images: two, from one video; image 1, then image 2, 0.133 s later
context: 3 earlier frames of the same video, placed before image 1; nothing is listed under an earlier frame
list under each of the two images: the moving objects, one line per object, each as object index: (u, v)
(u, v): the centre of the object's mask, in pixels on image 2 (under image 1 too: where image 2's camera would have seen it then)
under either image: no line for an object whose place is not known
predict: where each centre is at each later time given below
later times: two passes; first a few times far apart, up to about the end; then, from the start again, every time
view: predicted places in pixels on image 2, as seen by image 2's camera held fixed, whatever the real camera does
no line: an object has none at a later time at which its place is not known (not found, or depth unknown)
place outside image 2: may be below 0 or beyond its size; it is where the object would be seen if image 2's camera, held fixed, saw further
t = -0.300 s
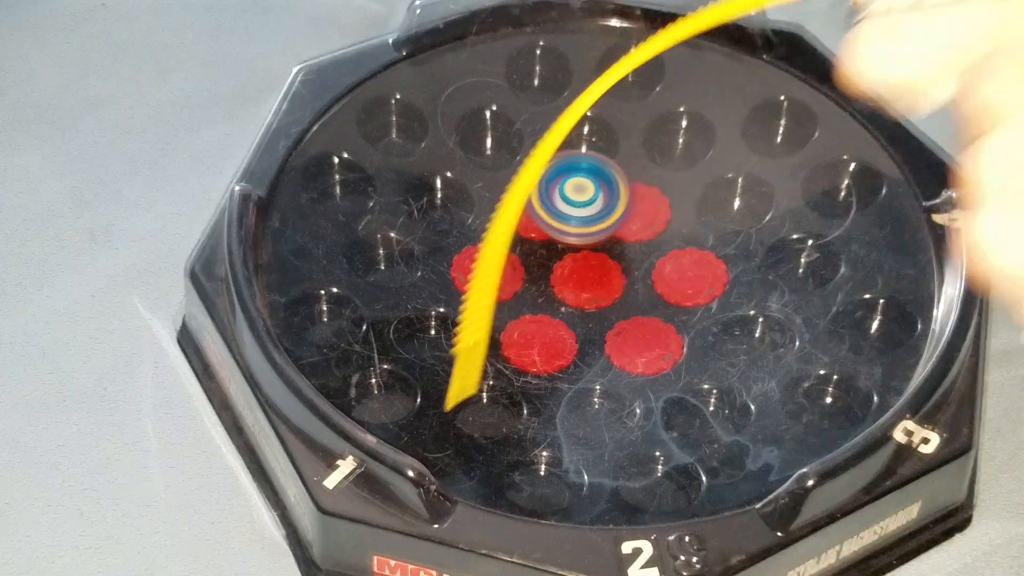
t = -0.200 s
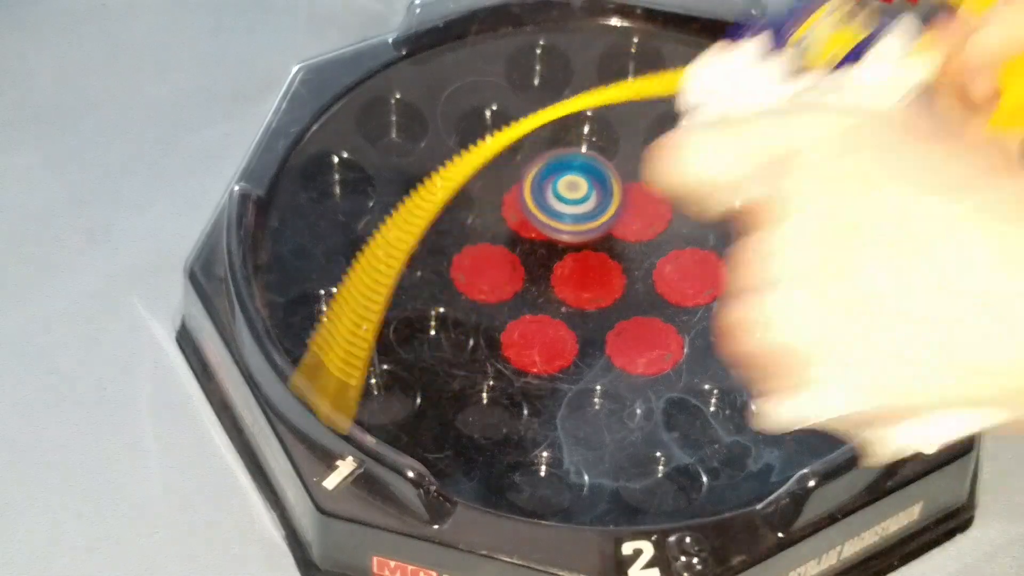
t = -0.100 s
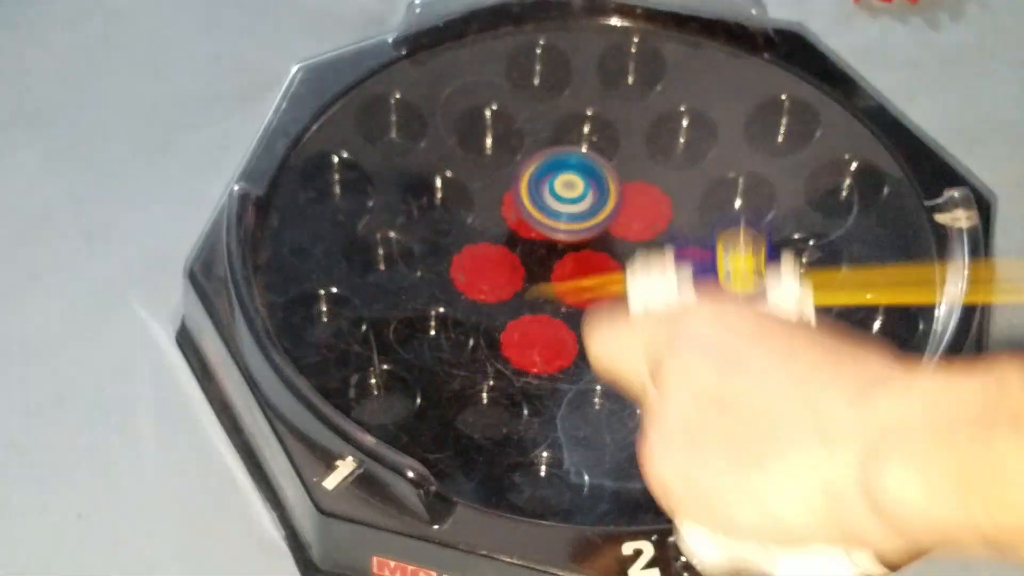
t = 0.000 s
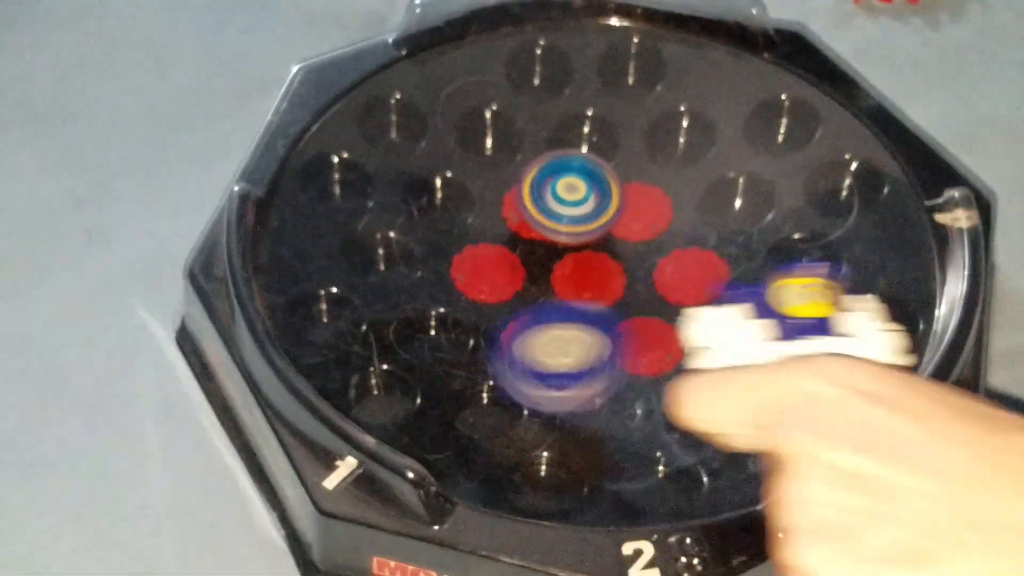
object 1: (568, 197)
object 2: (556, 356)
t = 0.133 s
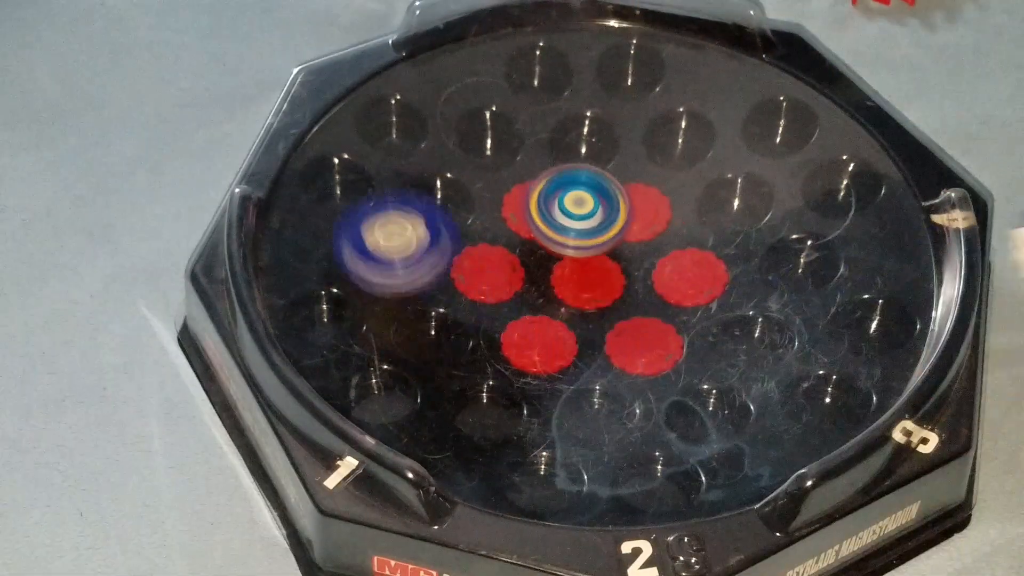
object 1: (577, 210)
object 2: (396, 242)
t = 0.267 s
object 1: (577, 228)
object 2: (442, 75)
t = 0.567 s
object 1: (557, 252)
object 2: (876, 165)
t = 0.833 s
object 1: (569, 254)
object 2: (572, 410)
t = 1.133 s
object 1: (599, 279)
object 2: (348, 145)
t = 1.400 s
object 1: (600, 290)
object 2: (666, 80)
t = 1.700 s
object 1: (632, 275)
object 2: (820, 378)
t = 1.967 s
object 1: (647, 280)
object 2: (453, 389)
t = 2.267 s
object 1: (646, 259)
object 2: (520, 103)
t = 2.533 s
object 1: (665, 235)
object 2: (849, 107)
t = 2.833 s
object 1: (643, 218)
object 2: (760, 287)
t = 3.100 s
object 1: (624, 177)
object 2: (517, 220)
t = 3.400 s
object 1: (646, 163)
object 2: (590, 35)
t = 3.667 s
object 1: (633, 190)
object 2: (766, 154)
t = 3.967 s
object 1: (600, 205)
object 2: (555, 363)
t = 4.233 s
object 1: (577, 214)
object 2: (384, 186)
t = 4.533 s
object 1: (570, 231)
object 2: (599, 80)
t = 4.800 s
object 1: (579, 251)
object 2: (756, 253)
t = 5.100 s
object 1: (593, 272)
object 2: (510, 352)
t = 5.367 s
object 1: (609, 280)
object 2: (477, 184)
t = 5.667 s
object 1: (633, 278)
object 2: (686, 134)
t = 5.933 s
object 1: (646, 266)
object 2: (799, 291)
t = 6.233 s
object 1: (657, 242)
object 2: (571, 344)
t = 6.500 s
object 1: (680, 212)
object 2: (565, 265)
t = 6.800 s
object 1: (717, 210)
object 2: (580, 199)
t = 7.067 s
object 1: (697, 230)
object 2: (616, 158)
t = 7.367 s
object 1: (656, 258)
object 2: (603, 172)
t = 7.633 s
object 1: (741, 420)
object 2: (521, 94)
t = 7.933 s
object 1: (592, 404)
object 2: (558, 39)
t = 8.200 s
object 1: (532, 328)
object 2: (642, 141)
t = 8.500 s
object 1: (583, 176)
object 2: (665, 123)
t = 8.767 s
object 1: (626, 162)
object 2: (801, 152)
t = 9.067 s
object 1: (618, 177)
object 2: (866, 215)
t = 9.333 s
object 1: (622, 179)
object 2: (800, 273)
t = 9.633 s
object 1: (636, 164)
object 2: (615, 275)
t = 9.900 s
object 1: (636, 166)
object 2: (522, 275)
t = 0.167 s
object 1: (578, 214)
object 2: (389, 198)
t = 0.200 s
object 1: (578, 219)
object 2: (396, 158)
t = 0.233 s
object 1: (578, 223)
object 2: (413, 115)
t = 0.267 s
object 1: (577, 228)
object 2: (442, 75)
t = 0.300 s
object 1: (575, 233)
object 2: (477, 47)
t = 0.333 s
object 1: (573, 237)
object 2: (531, 38)
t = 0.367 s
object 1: (571, 241)
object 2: (588, 35)
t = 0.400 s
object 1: (569, 244)
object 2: (643, 39)
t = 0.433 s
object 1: (567, 247)
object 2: (701, 52)
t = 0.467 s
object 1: (564, 249)
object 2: (753, 72)
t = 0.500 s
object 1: (562, 250)
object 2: (800, 98)
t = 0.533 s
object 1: (560, 251)
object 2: (842, 130)
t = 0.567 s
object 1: (557, 252)
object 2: (876, 165)
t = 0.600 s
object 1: (556, 252)
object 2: (866, 199)
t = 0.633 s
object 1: (555, 253)
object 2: (845, 241)
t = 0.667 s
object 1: (555, 253)
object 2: (822, 282)
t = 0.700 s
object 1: (555, 253)
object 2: (790, 321)
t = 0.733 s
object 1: (557, 252)
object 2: (750, 358)
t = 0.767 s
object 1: (560, 252)
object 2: (696, 385)
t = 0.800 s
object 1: (564, 253)
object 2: (632, 401)
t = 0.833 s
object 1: (569, 254)
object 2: (572, 410)
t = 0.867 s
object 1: (575, 256)
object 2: (507, 403)
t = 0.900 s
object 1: (579, 258)
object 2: (448, 384)
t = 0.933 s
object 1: (583, 261)
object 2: (405, 361)
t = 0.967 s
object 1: (586, 263)
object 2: (361, 331)
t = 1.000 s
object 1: (590, 267)
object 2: (332, 298)
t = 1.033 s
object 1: (593, 270)
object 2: (323, 258)
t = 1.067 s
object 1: (595, 273)
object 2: (323, 218)
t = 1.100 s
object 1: (597, 276)
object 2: (333, 183)
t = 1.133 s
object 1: (599, 279)
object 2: (348, 145)
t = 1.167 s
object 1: (600, 282)
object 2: (368, 111)
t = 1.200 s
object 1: (601, 284)
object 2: (396, 82)
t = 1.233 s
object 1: (601, 287)
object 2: (434, 59)
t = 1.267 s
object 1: (602, 288)
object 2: (476, 58)
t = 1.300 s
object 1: (601, 290)
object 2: (521, 60)
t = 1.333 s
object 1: (601, 290)
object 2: (567, 64)
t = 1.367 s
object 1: (600, 290)
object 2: (616, 69)
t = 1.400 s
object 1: (600, 290)
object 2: (666, 80)
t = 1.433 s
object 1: (599, 288)
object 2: (719, 96)
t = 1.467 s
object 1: (600, 285)
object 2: (765, 119)
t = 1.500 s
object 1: (603, 284)
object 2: (803, 146)
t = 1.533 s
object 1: (606, 281)
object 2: (842, 181)
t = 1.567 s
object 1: (610, 279)
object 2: (867, 216)
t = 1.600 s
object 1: (617, 278)
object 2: (881, 256)
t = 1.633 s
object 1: (622, 276)
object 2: (870, 300)
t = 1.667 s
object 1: (627, 276)
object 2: (852, 341)
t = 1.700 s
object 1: (632, 275)
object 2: (820, 378)
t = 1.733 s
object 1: (636, 275)
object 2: (775, 409)
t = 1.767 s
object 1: (640, 275)
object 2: (725, 429)
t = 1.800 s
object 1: (643, 276)
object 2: (668, 443)
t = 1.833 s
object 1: (645, 277)
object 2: (617, 450)
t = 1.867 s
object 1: (647, 278)
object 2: (559, 450)
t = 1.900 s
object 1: (648, 279)
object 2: (504, 442)
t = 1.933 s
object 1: (648, 280)
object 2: (475, 415)
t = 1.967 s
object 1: (647, 280)
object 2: (453, 389)
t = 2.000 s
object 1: (646, 281)
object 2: (433, 355)
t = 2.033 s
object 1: (645, 280)
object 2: (418, 321)
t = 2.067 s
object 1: (644, 279)
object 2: (406, 290)
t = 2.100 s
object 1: (643, 277)
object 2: (402, 252)
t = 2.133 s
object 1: (642, 274)
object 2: (411, 216)
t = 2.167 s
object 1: (643, 270)
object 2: (428, 184)
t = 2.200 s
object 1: (644, 266)
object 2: (454, 153)
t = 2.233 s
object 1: (645, 263)
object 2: (484, 124)
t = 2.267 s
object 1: (646, 259)
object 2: (520, 103)
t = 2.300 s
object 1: (647, 255)
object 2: (564, 87)
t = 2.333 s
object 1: (650, 251)
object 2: (605, 76)
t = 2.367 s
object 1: (652, 247)
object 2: (653, 72)
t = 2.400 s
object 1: (655, 244)
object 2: (698, 69)
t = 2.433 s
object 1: (657, 240)
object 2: (741, 74)
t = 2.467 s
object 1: (660, 238)
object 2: (782, 83)
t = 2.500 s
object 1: (663, 236)
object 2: (816, 94)
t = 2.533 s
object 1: (665, 235)
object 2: (849, 107)
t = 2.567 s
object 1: (667, 234)
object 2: (880, 125)
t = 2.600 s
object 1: (668, 233)
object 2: (904, 148)
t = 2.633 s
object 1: (669, 232)
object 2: (906, 160)
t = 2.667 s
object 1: (670, 231)
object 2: (893, 177)
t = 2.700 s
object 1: (670, 230)
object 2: (871, 205)
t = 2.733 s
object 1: (671, 228)
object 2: (841, 226)
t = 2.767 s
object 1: (670, 227)
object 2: (807, 247)
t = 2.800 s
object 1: (661, 223)
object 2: (782, 266)
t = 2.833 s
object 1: (643, 218)
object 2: (760, 287)
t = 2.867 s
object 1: (634, 214)
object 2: (730, 302)
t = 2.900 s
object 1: (627, 210)
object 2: (692, 310)
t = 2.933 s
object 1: (623, 206)
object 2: (655, 312)
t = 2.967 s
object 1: (621, 200)
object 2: (624, 306)
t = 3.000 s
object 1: (621, 194)
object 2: (586, 292)
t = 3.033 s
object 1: (621, 188)
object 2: (556, 273)
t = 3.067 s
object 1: (622, 182)
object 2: (531, 249)
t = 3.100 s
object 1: (624, 177)
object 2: (517, 220)
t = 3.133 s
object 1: (626, 172)
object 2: (511, 190)
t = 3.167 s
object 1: (628, 169)
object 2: (501, 163)
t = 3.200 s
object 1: (631, 166)
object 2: (494, 135)
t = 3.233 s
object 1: (634, 164)
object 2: (496, 110)
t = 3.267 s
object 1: (636, 162)
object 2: (508, 87)
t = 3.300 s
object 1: (639, 161)
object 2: (524, 67)
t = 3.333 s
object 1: (642, 161)
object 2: (543, 49)
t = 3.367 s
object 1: (644, 162)
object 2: (564, 37)
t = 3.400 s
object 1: (646, 163)
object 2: (590, 35)
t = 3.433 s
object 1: (646, 166)
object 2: (617, 39)
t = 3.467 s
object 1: (647, 169)
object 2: (647, 44)
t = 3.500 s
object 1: (647, 172)
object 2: (675, 52)
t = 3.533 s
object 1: (645, 176)
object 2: (701, 64)
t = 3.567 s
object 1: (642, 180)
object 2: (723, 81)
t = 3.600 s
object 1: (639, 183)
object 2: (741, 103)
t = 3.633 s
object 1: (636, 187)
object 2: (754, 127)
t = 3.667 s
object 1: (633, 190)
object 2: (766, 154)
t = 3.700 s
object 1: (629, 192)
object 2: (772, 185)
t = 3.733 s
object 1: (626, 195)
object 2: (771, 217)
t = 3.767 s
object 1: (622, 197)
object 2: (761, 248)
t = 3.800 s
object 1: (619, 199)
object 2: (740, 279)
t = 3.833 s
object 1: (616, 200)
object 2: (711, 305)
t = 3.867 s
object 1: (612, 201)
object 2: (675, 328)
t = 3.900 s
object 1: (607, 202)
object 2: (642, 347)
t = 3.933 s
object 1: (604, 204)
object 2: (603, 360)
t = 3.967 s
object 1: (600, 205)
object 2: (555, 363)
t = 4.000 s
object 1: (596, 206)
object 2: (513, 355)
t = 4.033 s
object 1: (593, 207)
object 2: (473, 339)
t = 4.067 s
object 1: (590, 208)
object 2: (443, 317)
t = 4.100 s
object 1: (587, 209)
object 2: (415, 294)
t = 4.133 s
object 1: (584, 210)
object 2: (393, 267)
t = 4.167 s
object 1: (582, 211)
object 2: (383, 239)
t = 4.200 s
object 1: (579, 213)
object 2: (380, 212)
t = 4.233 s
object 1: (577, 214)
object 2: (384, 186)
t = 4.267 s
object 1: (575, 215)
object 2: (394, 163)
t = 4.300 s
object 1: (573, 217)
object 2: (403, 142)
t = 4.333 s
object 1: (572, 218)
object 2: (417, 122)
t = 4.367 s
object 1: (572, 220)
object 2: (439, 105)
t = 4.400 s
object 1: (571, 222)
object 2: (465, 92)
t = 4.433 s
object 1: (571, 224)
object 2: (498, 83)
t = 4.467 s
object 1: (570, 226)
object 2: (528, 78)
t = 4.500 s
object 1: (570, 228)
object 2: (563, 78)
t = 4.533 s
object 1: (570, 231)
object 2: (599, 80)
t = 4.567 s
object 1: (570, 233)
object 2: (630, 90)
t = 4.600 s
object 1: (571, 236)
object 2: (660, 104)
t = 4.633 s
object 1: (572, 238)
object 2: (686, 121)
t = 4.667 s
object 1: (573, 241)
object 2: (706, 141)
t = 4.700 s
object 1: (574, 243)
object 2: (727, 169)
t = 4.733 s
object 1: (576, 246)
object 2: (743, 196)
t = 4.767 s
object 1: (578, 248)
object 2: (754, 224)
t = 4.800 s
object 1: (579, 251)
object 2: (756, 253)
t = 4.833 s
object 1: (581, 254)
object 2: (750, 283)
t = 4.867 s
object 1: (583, 257)
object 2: (735, 309)
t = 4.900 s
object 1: (584, 260)
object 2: (713, 333)
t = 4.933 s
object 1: (585, 262)
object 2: (683, 349)
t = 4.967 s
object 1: (587, 264)
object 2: (649, 358)
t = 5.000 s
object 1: (588, 266)
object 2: (610, 366)
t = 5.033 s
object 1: (590, 268)
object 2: (573, 368)
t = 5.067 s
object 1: (591, 270)
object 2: (539, 362)
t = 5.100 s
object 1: (593, 272)
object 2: (510, 352)
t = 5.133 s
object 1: (595, 274)
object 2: (486, 332)
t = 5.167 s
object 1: (596, 275)
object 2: (468, 312)
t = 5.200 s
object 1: (598, 276)
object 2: (451, 287)
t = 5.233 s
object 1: (599, 277)
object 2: (444, 263)
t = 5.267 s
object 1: (601, 278)
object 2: (447, 242)
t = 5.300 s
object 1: (604, 279)
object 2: (452, 223)
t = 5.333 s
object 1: (606, 279)
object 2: (461, 202)
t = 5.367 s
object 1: (609, 280)
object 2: (477, 184)
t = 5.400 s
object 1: (611, 280)
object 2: (500, 171)
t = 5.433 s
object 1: (614, 280)
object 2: (517, 161)
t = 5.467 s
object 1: (618, 280)
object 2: (528, 149)
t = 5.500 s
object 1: (620, 280)
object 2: (544, 133)
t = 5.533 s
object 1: (624, 279)
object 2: (563, 124)
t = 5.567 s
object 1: (626, 279)
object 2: (592, 119)
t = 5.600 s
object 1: (628, 278)
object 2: (624, 120)
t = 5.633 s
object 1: (631, 278)
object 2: (659, 126)
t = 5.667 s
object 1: (633, 278)
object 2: (686, 134)
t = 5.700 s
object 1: (635, 277)
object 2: (711, 149)
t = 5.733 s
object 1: (637, 276)
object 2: (739, 167)
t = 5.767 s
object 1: (639, 275)
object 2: (764, 185)
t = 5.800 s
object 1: (641, 273)
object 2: (783, 205)
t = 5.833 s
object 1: (642, 272)
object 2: (795, 225)
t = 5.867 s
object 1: (643, 270)
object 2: (802, 248)
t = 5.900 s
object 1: (645, 268)
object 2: (802, 270)
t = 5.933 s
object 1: (646, 266)
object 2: (799, 291)
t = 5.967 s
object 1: (647, 264)
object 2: (790, 313)
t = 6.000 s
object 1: (648, 261)
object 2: (774, 333)
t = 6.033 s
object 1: (649, 258)
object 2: (754, 348)
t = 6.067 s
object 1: (650, 256)
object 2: (730, 361)
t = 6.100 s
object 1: (651, 253)
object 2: (700, 366)
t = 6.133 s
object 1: (653, 251)
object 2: (667, 364)
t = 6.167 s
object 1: (654, 248)
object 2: (635, 360)
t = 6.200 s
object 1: (655, 245)
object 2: (601, 354)
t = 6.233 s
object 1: (657, 242)
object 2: (571, 344)
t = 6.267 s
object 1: (658, 240)
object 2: (551, 333)
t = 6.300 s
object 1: (659, 237)
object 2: (543, 321)
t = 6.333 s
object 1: (660, 235)
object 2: (542, 316)
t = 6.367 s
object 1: (661, 233)
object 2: (549, 308)
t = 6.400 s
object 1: (661, 231)
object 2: (567, 295)
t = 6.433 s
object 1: (669, 222)
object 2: (576, 285)
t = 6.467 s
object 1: (677, 215)
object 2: (575, 275)
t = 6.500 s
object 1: (680, 212)
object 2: (565, 265)
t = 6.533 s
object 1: (683, 211)
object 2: (550, 254)
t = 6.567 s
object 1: (685, 210)
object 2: (537, 243)
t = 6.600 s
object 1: (688, 209)
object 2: (533, 225)
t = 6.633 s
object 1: (689, 208)
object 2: (535, 209)
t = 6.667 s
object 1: (692, 208)
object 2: (541, 196)
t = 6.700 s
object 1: (693, 208)
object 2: (550, 194)
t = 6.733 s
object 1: (695, 208)
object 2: (568, 200)
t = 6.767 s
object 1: (710, 209)
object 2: (576, 201)
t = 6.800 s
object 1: (717, 210)
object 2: (580, 199)
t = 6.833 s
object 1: (719, 213)
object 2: (583, 194)
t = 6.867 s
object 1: (720, 215)
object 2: (586, 185)
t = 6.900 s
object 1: (720, 218)
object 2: (588, 178)
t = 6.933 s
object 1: (719, 221)
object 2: (593, 168)
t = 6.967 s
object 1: (715, 224)
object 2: (600, 163)
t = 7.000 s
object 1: (710, 227)
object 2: (607, 160)
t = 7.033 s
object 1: (704, 229)
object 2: (614, 159)
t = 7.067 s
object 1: (697, 230)
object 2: (616, 158)
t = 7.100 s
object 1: (690, 231)
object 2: (616, 157)
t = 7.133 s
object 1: (684, 232)
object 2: (614, 156)
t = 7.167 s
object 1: (677, 233)
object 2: (611, 156)
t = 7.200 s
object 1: (672, 236)
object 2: (608, 157)
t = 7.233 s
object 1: (670, 239)
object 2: (607, 158)
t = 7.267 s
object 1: (667, 244)
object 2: (606, 160)
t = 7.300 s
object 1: (664, 248)
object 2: (604, 163)
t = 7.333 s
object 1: (659, 253)
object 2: (604, 167)
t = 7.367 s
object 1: (656, 258)
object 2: (603, 172)
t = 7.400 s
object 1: (654, 265)
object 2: (600, 178)
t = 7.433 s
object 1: (653, 274)
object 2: (599, 184)
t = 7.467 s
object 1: (650, 281)
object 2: (599, 194)
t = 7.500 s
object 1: (648, 288)
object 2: (601, 204)
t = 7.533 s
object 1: (677, 326)
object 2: (580, 194)
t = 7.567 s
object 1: (721, 373)
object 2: (550, 154)
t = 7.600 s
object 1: (752, 416)
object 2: (530, 121)
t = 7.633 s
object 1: (741, 420)
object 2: (521, 94)
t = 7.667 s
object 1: (713, 419)
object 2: (518, 76)
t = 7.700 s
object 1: (683, 428)
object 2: (519, 64)
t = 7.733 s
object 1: (662, 426)
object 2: (522, 55)
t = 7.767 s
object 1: (645, 426)
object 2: (527, 47)
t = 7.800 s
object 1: (631, 423)
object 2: (531, 42)
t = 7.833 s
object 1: (621, 420)
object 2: (536, 39)
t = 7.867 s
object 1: (609, 415)
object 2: (542, 38)
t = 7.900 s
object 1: (600, 411)
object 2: (549, 37)
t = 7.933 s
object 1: (592, 404)
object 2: (558, 39)
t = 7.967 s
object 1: (584, 397)
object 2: (567, 43)
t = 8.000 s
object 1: (576, 390)
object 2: (577, 50)
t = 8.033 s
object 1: (568, 382)
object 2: (590, 60)
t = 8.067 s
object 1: (558, 373)
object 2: (601, 73)
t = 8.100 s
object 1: (550, 363)
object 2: (614, 89)
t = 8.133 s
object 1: (543, 353)
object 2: (624, 106)
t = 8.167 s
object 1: (537, 342)
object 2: (634, 123)
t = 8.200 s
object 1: (532, 328)
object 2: (642, 141)
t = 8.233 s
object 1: (527, 311)
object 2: (647, 157)
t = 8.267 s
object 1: (525, 294)
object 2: (651, 165)
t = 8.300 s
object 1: (526, 275)
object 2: (653, 164)
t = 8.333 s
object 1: (531, 256)
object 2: (652, 154)
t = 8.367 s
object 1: (539, 236)
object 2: (650, 141)
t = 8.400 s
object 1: (548, 217)
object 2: (650, 134)
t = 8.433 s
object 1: (562, 200)
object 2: (650, 135)
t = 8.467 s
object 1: (573, 184)
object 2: (656, 133)
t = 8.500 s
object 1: (583, 176)
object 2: (665, 123)
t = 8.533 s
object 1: (591, 171)
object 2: (676, 120)
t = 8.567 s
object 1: (599, 167)
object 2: (690, 115)
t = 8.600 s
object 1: (607, 163)
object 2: (705, 118)
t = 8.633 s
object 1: (615, 161)
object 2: (721, 124)
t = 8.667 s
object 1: (618, 160)
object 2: (745, 131)
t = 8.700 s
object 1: (620, 160)
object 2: (764, 138)
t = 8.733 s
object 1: (624, 161)
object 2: (783, 145)
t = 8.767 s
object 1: (626, 162)
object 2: (801, 152)
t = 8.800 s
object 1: (626, 162)
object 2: (820, 160)
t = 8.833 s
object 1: (625, 163)
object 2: (835, 167)
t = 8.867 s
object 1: (624, 166)
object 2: (852, 173)
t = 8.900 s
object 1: (624, 169)
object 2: (866, 179)
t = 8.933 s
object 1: (622, 172)
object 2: (877, 185)
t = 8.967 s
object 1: (619, 175)
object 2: (873, 193)
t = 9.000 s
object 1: (618, 177)
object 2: (869, 200)
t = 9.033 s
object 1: (618, 177)
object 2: (866, 207)
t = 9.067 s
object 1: (618, 177)
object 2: (866, 215)
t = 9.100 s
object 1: (619, 177)
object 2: (867, 222)
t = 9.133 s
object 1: (620, 178)
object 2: (867, 229)
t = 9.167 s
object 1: (620, 178)
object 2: (864, 236)
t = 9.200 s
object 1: (620, 178)
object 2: (857, 244)
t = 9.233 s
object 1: (620, 179)
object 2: (847, 252)
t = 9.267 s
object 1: (620, 179)
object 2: (833, 261)
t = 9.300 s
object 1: (622, 179)
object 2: (818, 268)
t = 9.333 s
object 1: (622, 179)
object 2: (800, 273)
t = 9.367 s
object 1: (622, 179)
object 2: (782, 279)
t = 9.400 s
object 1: (623, 179)
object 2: (763, 284)
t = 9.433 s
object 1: (624, 177)
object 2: (741, 288)
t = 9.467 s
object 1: (626, 176)
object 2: (717, 289)
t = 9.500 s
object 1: (628, 173)
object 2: (696, 289)
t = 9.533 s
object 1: (631, 170)
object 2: (676, 288)
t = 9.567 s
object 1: (633, 168)
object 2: (656, 285)
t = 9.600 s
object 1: (634, 166)
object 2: (635, 281)
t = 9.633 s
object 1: (636, 164)
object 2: (615, 275)
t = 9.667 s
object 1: (636, 163)
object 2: (600, 272)
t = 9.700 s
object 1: (637, 163)
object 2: (593, 274)
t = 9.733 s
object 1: (637, 162)
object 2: (588, 282)
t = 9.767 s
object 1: (638, 162)
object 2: (581, 291)
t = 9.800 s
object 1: (638, 162)
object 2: (570, 294)
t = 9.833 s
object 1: (638, 163)
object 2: (556, 290)
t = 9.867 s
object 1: (637, 164)
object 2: (538, 281)
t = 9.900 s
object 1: (636, 166)
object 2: (522, 275)
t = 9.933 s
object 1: (635, 168)
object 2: (509, 270)
